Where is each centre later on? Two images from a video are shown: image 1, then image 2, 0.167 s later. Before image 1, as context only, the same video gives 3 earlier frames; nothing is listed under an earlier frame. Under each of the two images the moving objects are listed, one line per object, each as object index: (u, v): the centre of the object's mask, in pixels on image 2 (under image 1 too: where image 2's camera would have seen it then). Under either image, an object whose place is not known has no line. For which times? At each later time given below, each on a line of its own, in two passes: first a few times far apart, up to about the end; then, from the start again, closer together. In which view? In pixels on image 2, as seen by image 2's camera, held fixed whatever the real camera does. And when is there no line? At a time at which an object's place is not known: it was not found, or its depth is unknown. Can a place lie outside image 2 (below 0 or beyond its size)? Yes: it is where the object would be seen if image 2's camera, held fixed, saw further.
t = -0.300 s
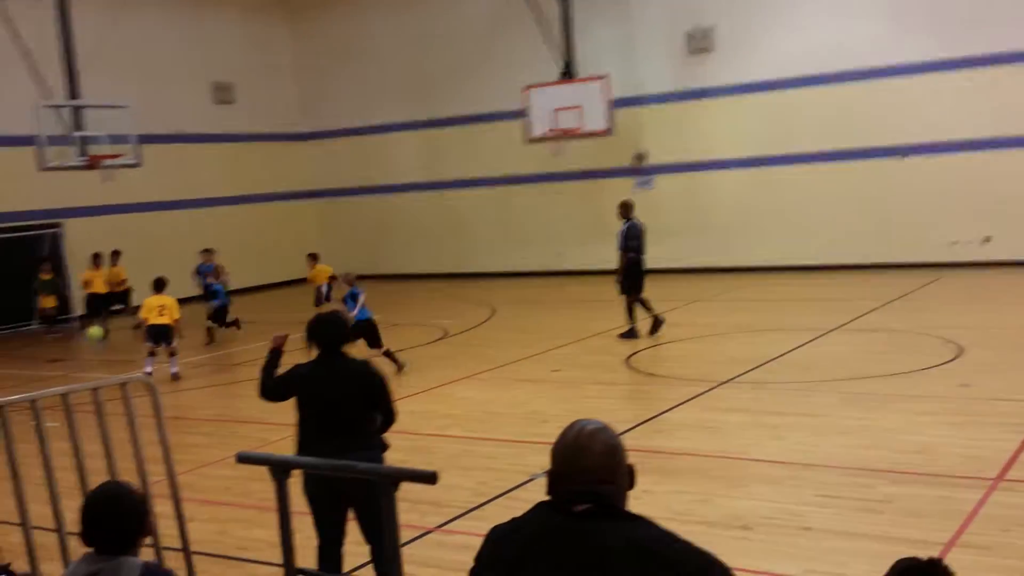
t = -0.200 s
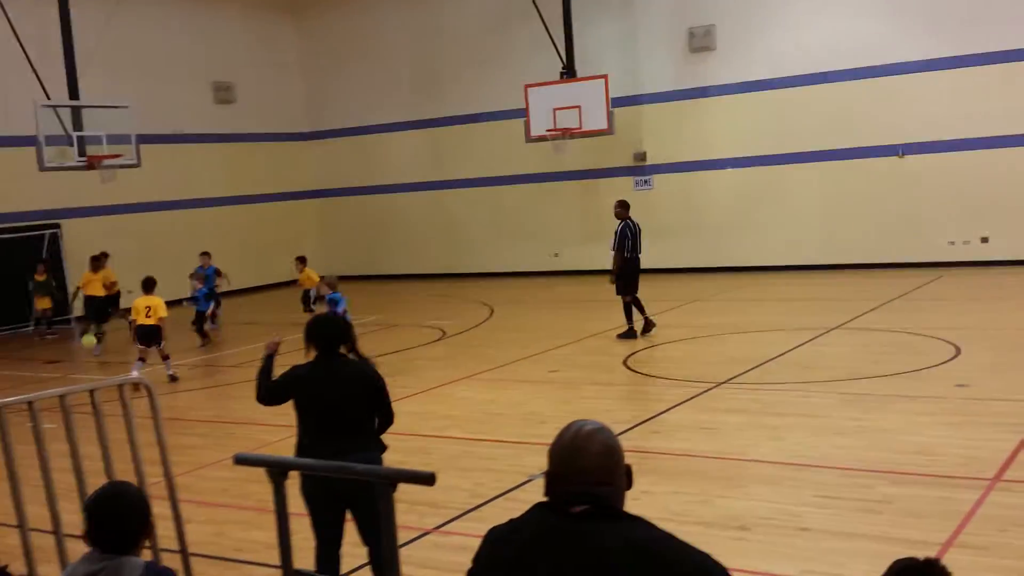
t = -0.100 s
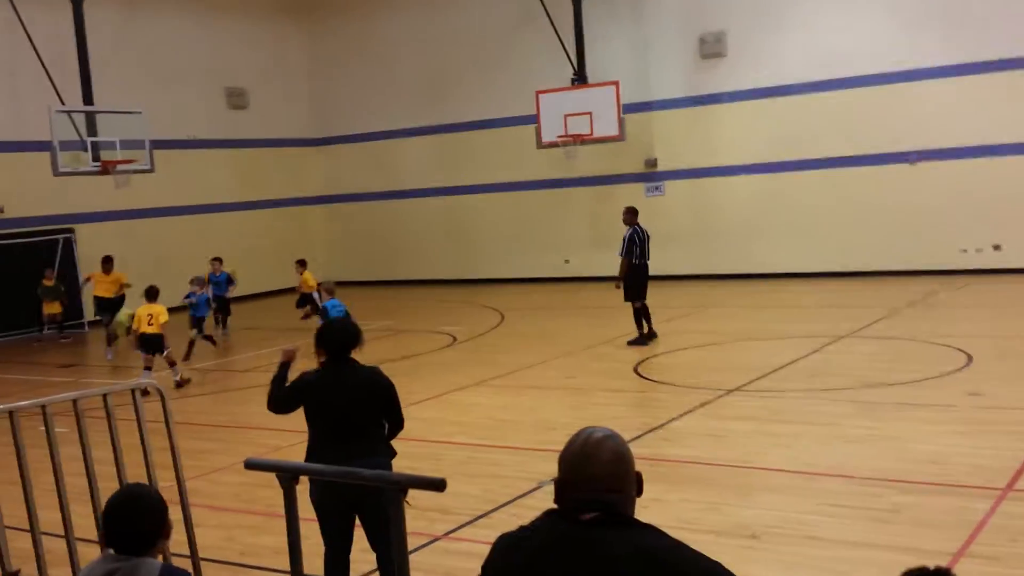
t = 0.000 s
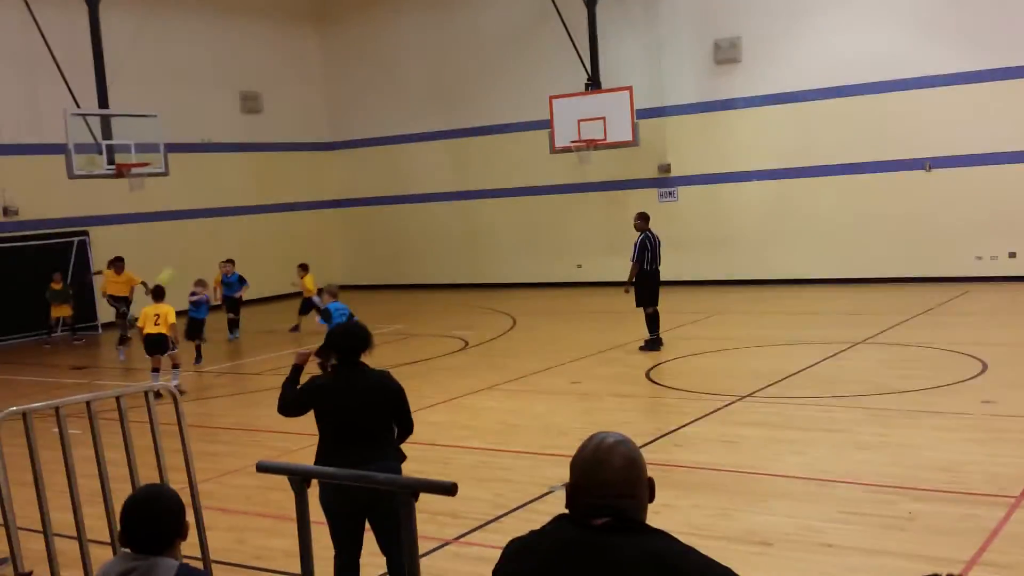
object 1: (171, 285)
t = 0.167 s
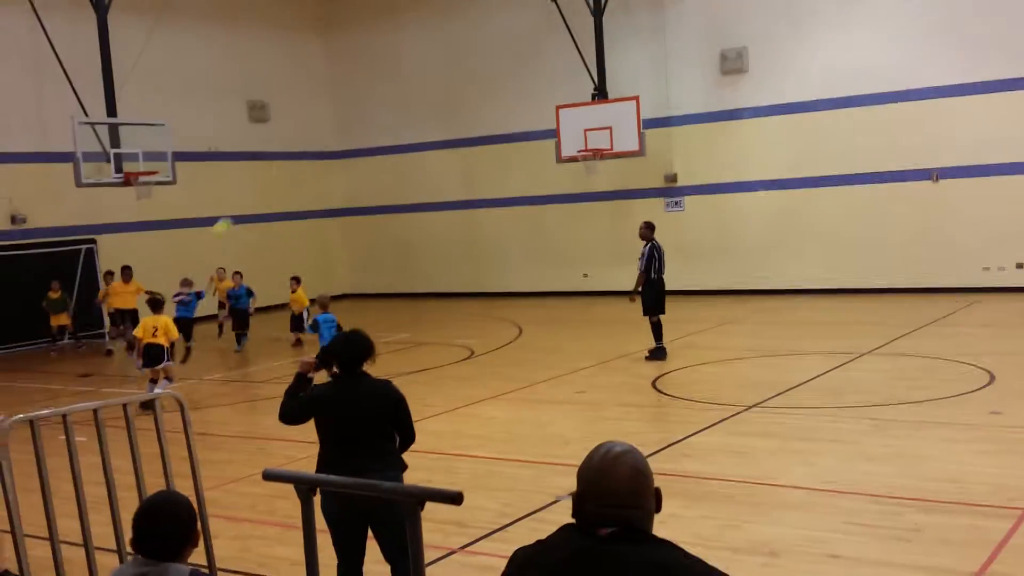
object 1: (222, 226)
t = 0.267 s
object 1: (253, 198)
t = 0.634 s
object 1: (383, 156)
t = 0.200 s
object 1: (231, 218)
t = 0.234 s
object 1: (241, 210)
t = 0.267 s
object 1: (253, 198)
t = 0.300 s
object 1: (263, 191)
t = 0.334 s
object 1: (274, 185)
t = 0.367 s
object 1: (287, 179)
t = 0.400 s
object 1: (298, 173)
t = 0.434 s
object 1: (310, 168)
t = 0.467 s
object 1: (321, 164)
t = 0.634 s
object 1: (383, 156)
